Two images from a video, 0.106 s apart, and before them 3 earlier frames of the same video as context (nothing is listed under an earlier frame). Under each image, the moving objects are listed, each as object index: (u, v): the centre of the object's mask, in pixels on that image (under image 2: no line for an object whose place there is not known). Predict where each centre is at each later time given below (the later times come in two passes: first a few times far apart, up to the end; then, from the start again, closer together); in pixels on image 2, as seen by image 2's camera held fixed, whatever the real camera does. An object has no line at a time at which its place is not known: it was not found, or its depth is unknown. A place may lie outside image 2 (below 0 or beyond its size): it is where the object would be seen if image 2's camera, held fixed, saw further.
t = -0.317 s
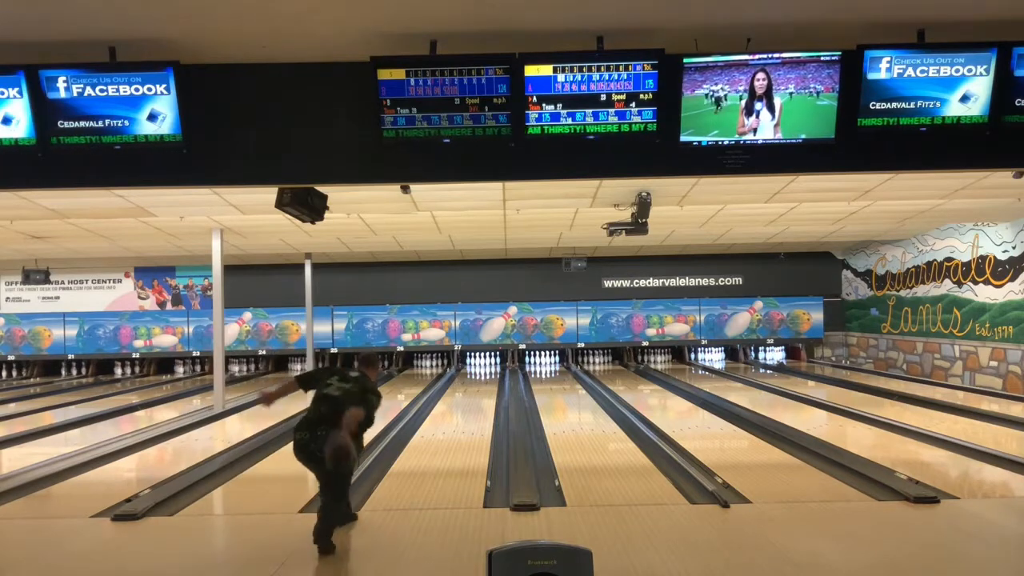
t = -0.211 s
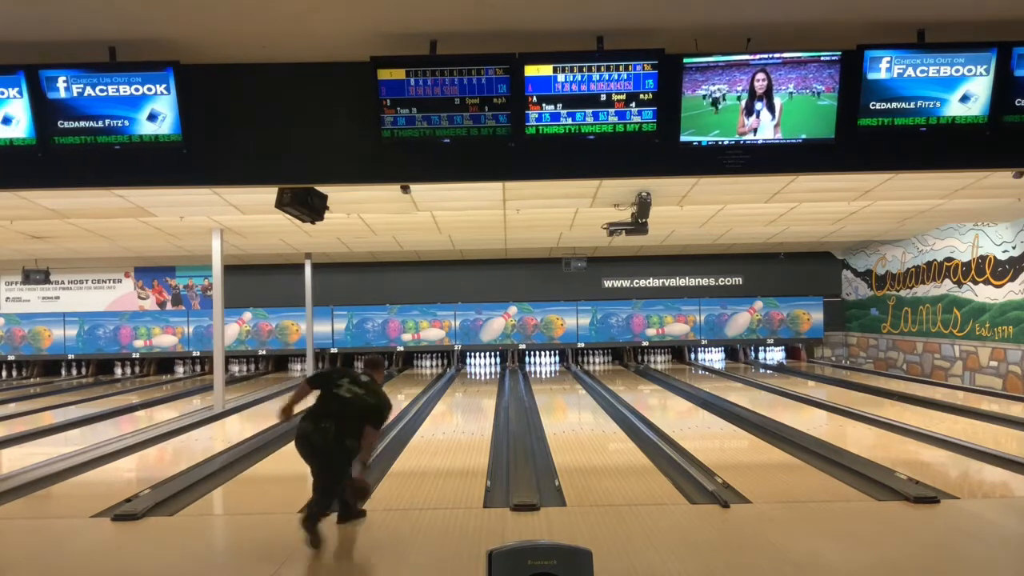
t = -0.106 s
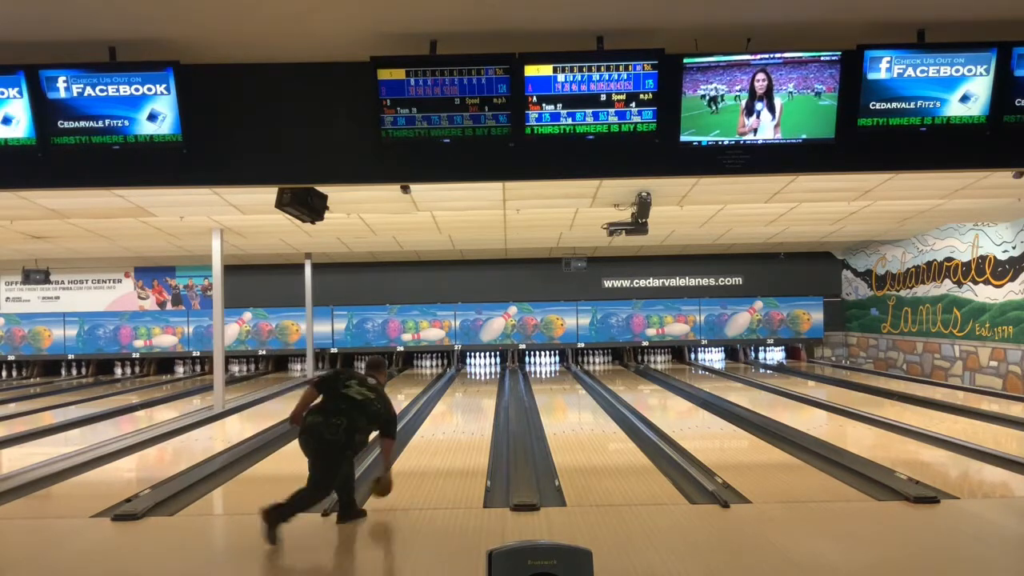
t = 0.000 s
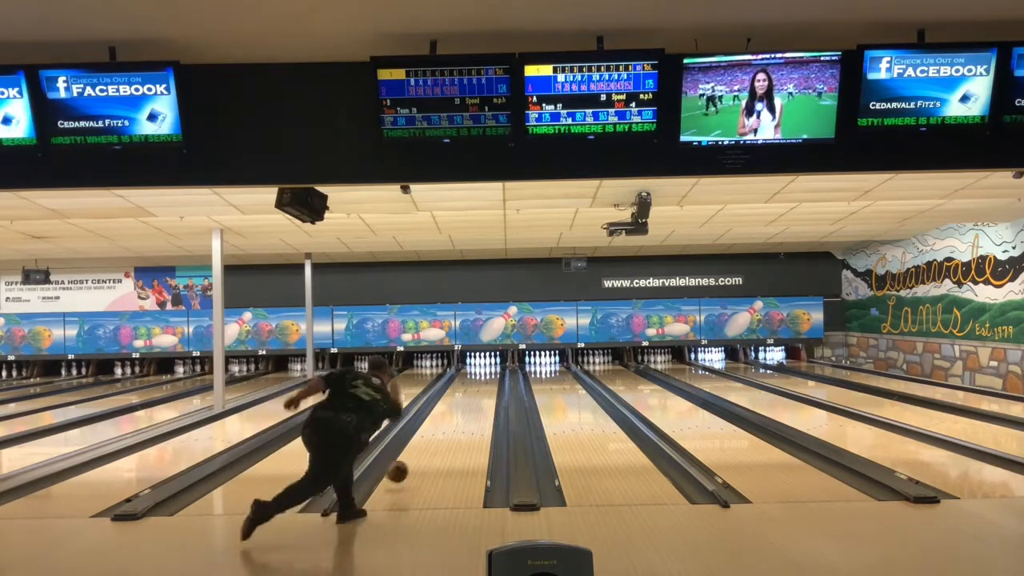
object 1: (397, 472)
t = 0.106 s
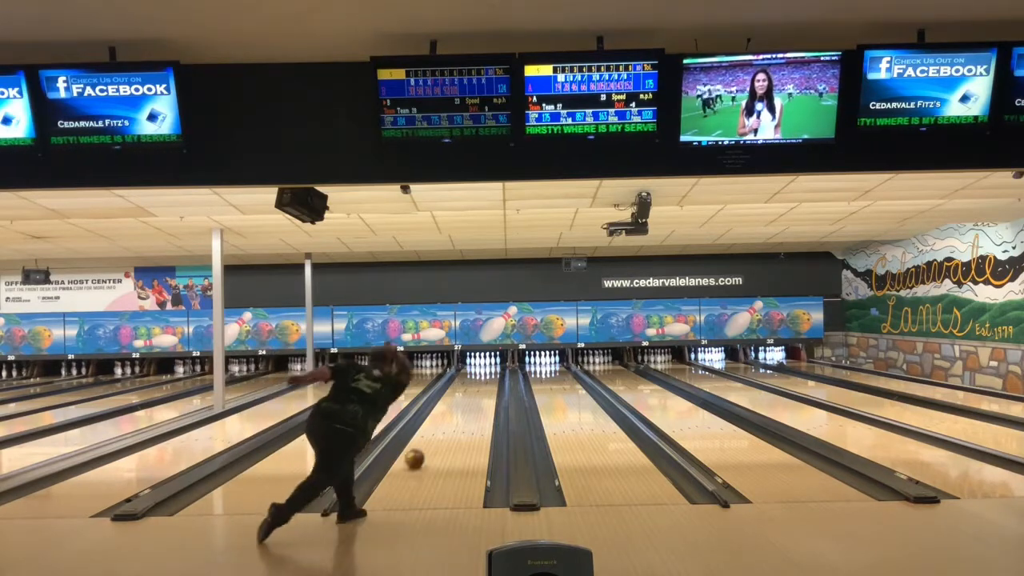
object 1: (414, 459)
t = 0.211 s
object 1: (425, 447)
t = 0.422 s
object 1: (442, 428)
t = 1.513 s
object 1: (484, 378)
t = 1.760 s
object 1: (486, 372)
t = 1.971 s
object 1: (488, 369)
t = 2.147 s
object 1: (486, 366)
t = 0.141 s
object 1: (418, 455)
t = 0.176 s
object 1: (421, 451)
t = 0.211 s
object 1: (425, 447)
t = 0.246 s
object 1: (428, 444)
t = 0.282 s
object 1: (431, 441)
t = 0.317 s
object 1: (434, 437)
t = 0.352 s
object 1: (437, 434)
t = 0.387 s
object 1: (439, 431)
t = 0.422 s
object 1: (442, 428)
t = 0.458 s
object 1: (444, 426)
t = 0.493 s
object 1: (446, 423)
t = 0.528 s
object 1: (448, 421)
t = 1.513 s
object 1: (484, 378)
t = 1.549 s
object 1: (484, 377)
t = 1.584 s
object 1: (485, 376)
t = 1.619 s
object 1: (485, 375)
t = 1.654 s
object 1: (485, 375)
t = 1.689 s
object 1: (486, 374)
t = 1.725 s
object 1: (486, 373)
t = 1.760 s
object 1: (486, 372)
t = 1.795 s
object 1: (486, 372)
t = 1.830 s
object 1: (487, 372)
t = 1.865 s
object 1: (487, 371)
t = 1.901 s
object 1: (487, 370)
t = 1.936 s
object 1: (487, 369)
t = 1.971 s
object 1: (488, 369)
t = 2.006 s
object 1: (487, 367)
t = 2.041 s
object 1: (487, 368)
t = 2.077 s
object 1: (487, 367)
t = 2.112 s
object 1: (487, 366)
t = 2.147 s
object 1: (486, 366)
